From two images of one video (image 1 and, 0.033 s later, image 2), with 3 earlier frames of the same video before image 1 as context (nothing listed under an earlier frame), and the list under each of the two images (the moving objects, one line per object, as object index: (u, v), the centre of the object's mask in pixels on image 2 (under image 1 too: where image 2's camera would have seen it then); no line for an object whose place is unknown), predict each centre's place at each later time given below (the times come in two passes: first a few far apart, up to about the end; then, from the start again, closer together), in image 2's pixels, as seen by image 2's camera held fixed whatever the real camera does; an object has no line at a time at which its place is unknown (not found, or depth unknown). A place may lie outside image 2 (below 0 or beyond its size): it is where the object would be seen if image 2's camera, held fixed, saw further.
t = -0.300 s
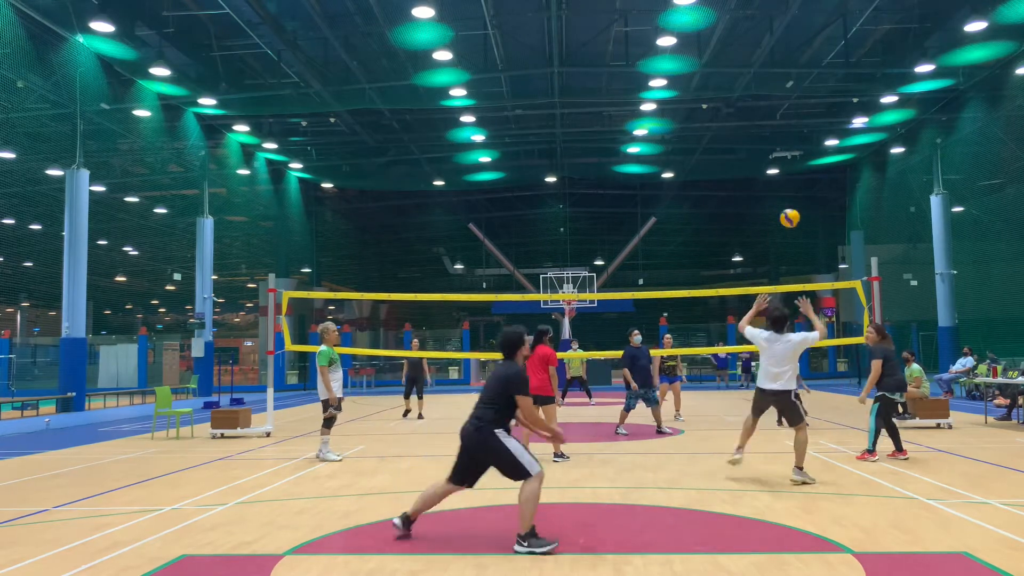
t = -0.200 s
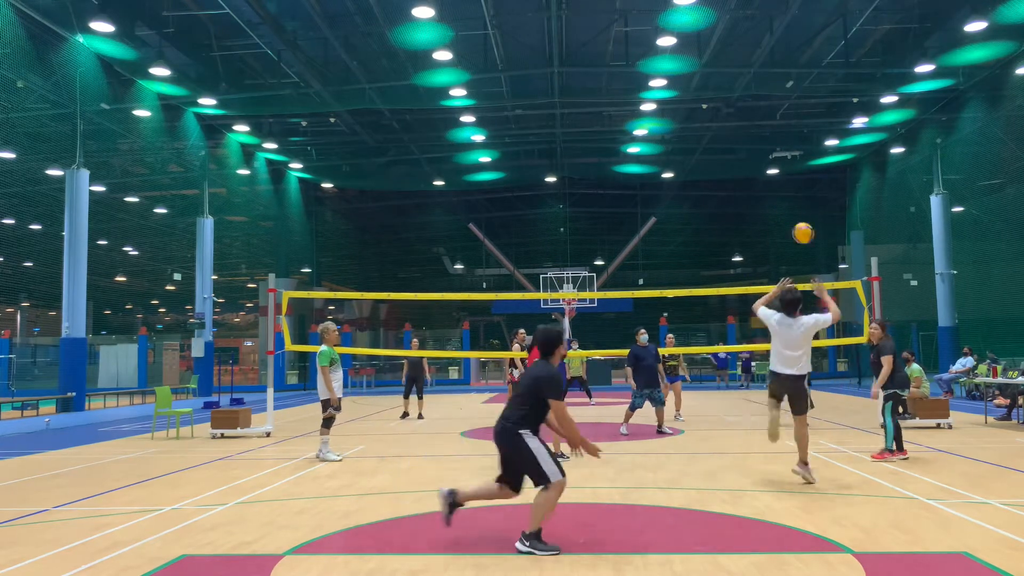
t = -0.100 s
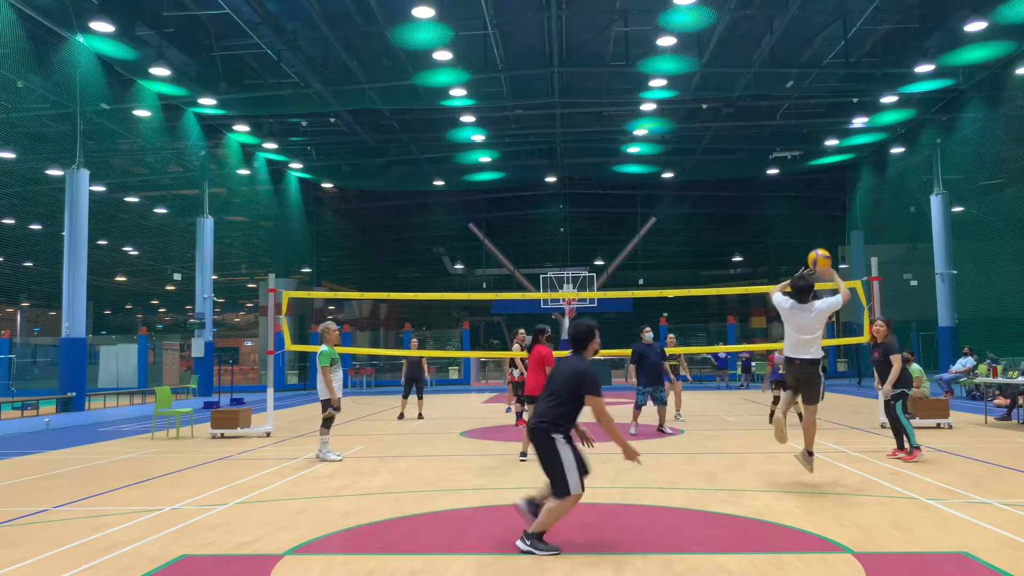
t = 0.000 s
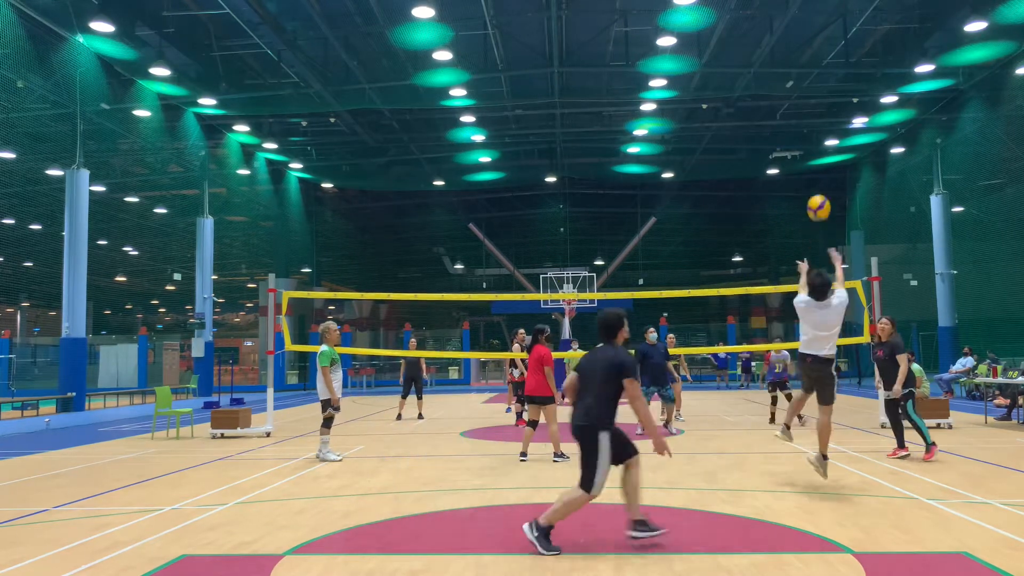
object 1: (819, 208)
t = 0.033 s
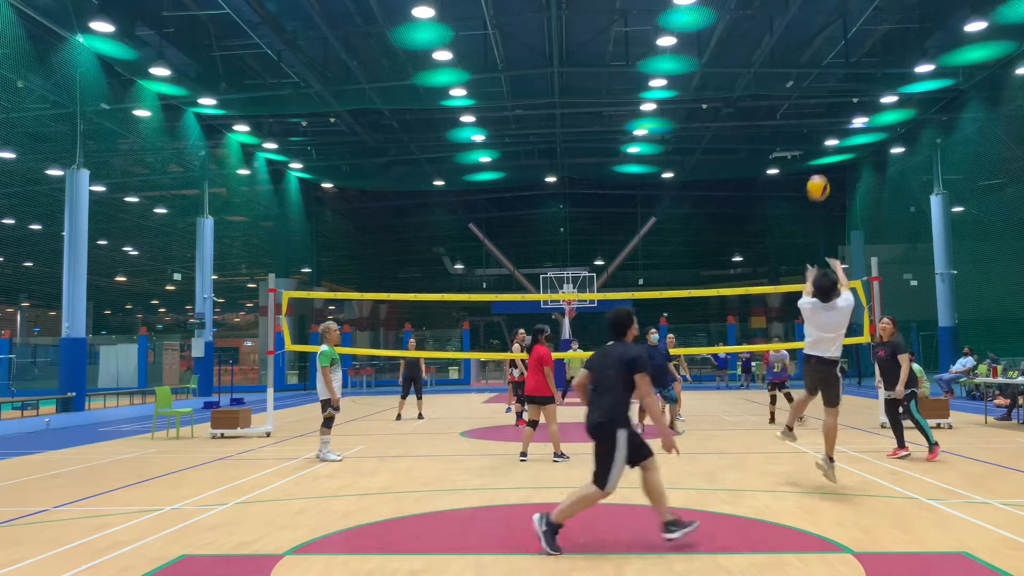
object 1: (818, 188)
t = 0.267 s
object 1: (811, 78)
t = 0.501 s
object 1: (807, 26)
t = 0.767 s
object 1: (806, 28)
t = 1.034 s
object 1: (808, 98)
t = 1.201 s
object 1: (811, 176)
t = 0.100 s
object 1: (815, 149)
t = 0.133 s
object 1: (815, 134)
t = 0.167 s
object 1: (814, 118)
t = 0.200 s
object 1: (813, 104)
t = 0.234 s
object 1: (812, 91)
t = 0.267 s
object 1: (811, 78)
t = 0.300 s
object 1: (810, 68)
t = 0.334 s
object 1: (810, 58)
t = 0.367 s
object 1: (809, 49)
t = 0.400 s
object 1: (809, 41)
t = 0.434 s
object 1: (808, 35)
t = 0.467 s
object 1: (808, 30)
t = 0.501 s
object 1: (807, 26)
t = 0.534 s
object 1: (807, 22)
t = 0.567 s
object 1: (806, 20)
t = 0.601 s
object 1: (806, 18)
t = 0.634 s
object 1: (806, 18)
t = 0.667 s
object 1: (806, 19)
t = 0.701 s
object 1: (806, 21)
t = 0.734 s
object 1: (806, 24)
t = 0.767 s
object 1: (806, 28)
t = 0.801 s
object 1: (806, 33)
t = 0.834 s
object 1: (806, 39)
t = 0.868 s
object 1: (806, 47)
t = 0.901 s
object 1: (806, 55)
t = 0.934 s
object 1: (807, 64)
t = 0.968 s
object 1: (807, 75)
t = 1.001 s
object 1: (808, 86)
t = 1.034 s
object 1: (808, 98)
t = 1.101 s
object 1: (809, 126)
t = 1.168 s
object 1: (810, 158)
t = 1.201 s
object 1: (811, 176)
